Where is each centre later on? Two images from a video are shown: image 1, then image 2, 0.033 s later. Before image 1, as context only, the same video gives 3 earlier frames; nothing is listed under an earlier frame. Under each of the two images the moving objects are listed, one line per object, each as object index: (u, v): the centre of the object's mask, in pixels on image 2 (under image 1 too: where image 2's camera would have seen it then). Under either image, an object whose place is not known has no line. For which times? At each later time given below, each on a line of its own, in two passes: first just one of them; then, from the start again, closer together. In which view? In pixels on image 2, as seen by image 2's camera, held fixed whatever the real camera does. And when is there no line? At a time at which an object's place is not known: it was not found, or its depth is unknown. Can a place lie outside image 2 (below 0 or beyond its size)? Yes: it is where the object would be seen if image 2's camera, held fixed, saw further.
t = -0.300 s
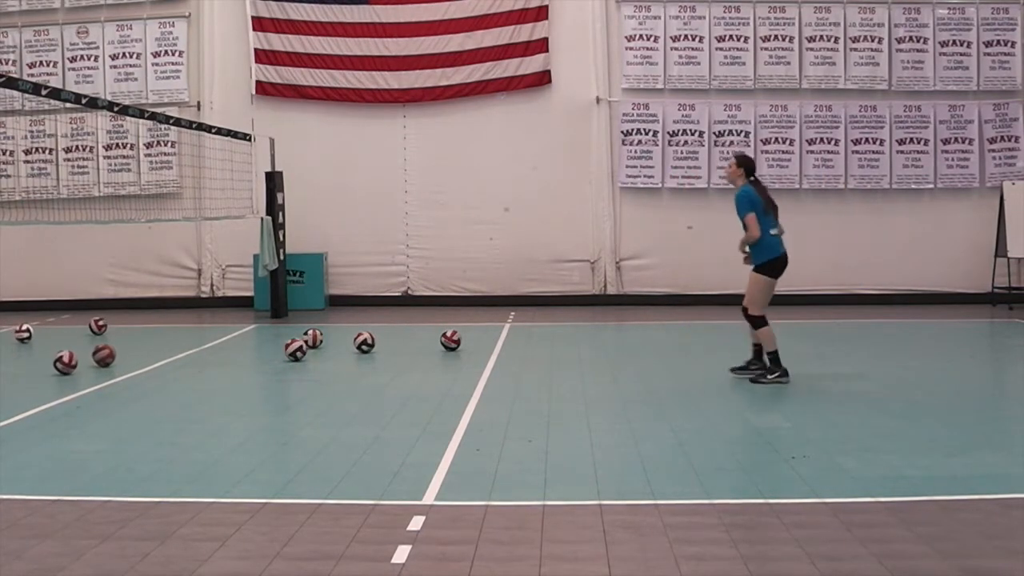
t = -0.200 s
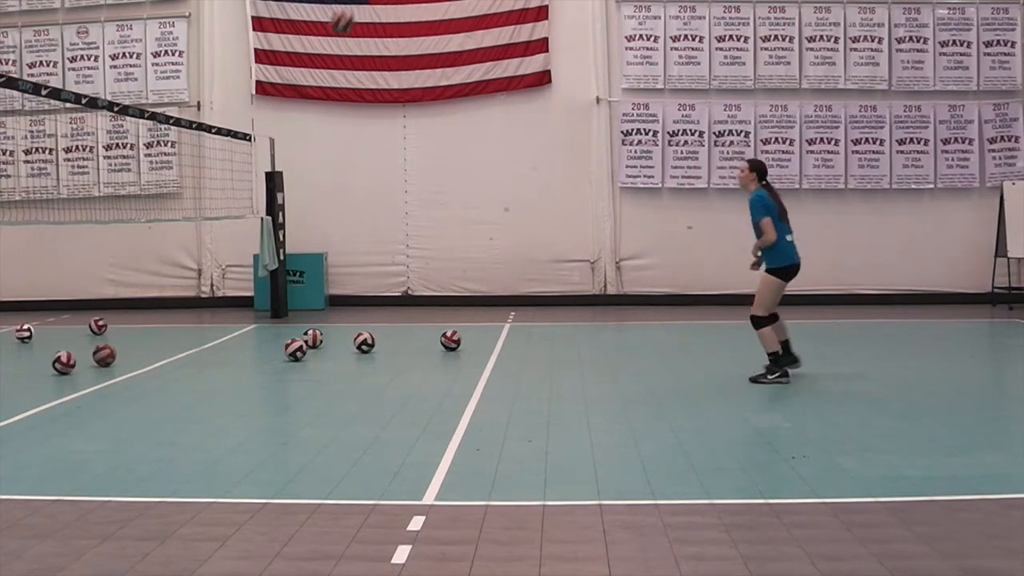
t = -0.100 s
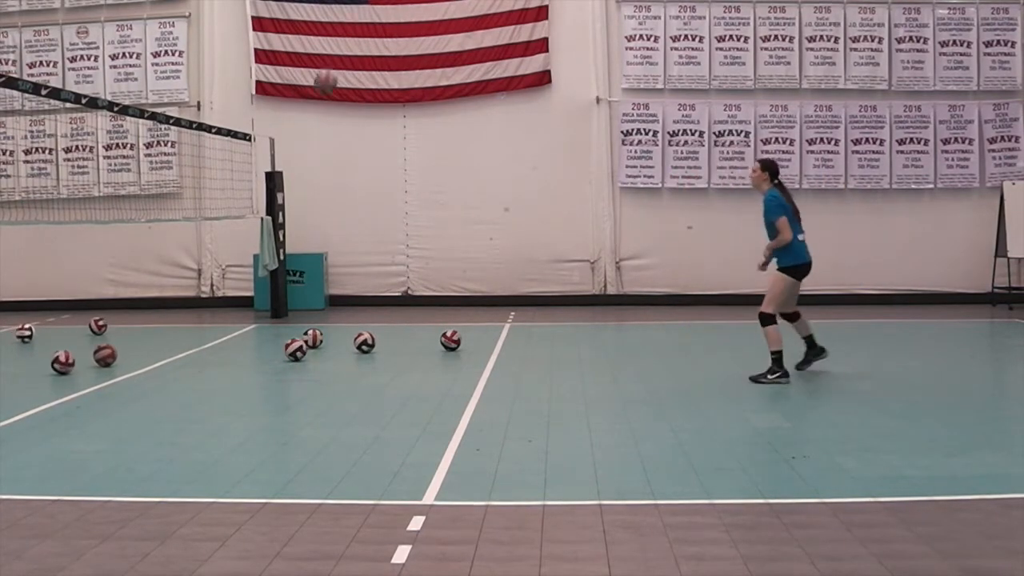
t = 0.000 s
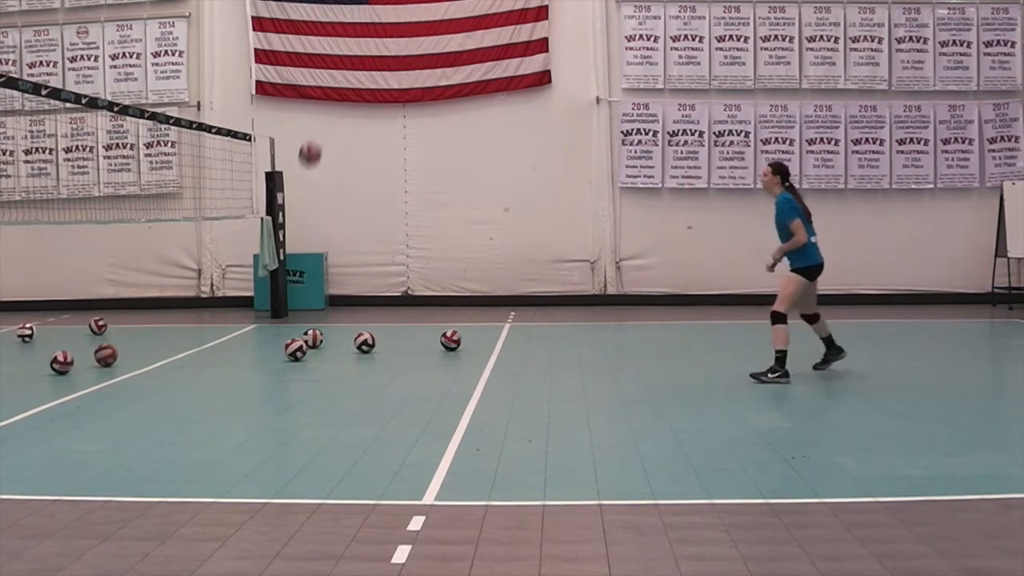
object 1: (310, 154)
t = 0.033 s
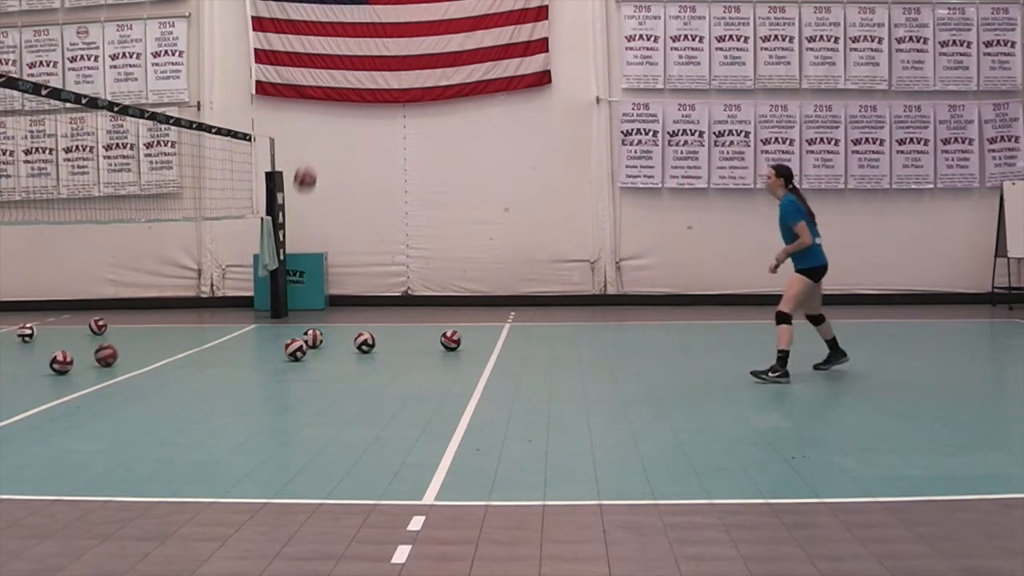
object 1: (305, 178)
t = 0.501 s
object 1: (235, 238)
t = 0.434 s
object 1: (244, 259)
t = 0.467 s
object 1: (240, 248)
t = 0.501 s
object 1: (235, 238)
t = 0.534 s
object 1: (231, 228)
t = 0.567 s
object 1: (226, 221)
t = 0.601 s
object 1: (222, 214)
